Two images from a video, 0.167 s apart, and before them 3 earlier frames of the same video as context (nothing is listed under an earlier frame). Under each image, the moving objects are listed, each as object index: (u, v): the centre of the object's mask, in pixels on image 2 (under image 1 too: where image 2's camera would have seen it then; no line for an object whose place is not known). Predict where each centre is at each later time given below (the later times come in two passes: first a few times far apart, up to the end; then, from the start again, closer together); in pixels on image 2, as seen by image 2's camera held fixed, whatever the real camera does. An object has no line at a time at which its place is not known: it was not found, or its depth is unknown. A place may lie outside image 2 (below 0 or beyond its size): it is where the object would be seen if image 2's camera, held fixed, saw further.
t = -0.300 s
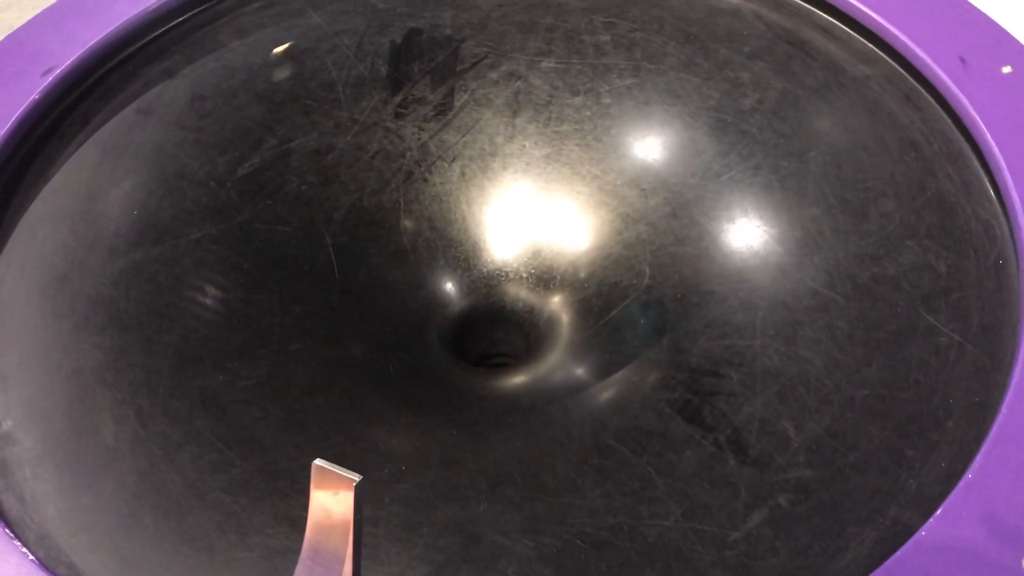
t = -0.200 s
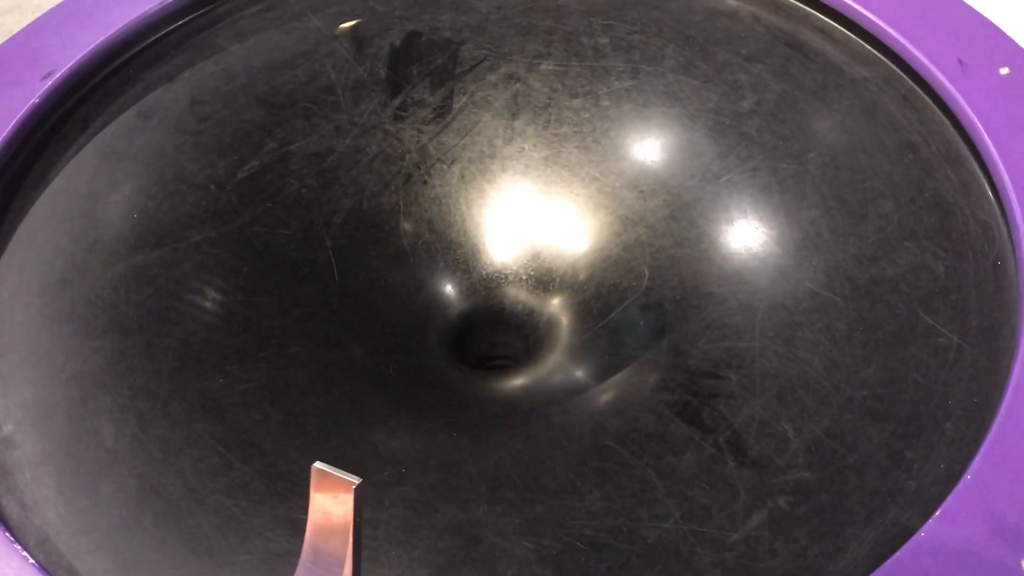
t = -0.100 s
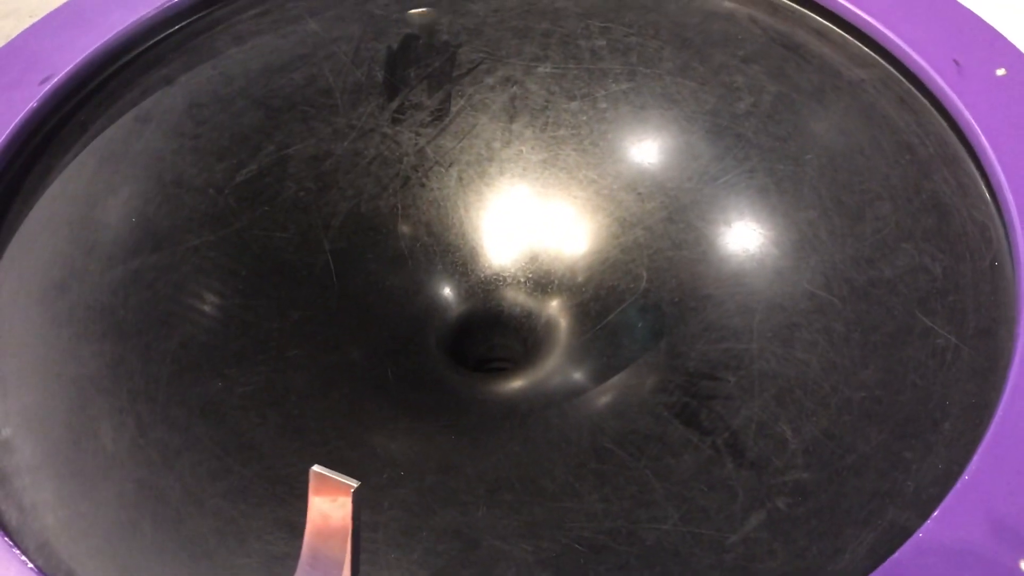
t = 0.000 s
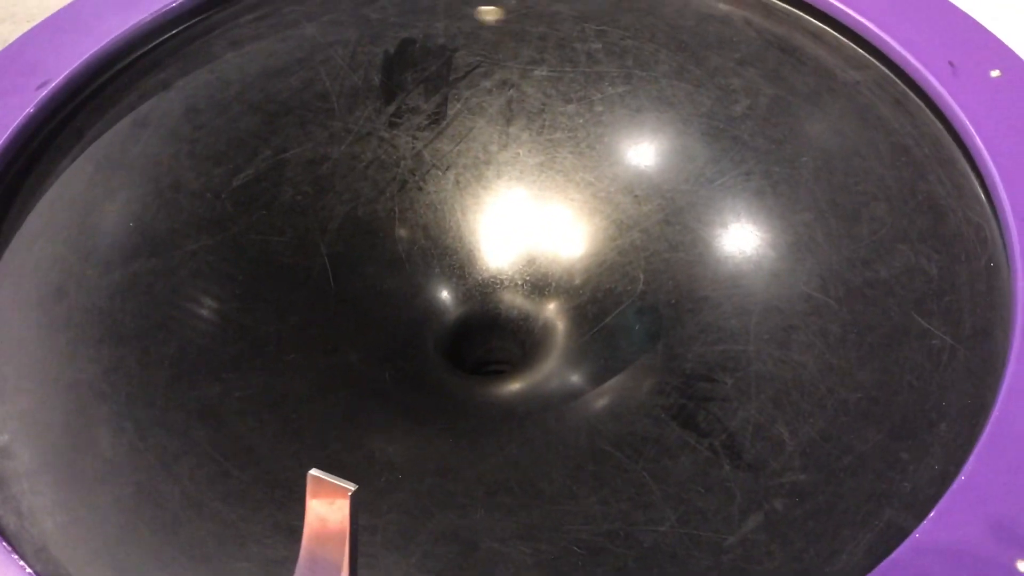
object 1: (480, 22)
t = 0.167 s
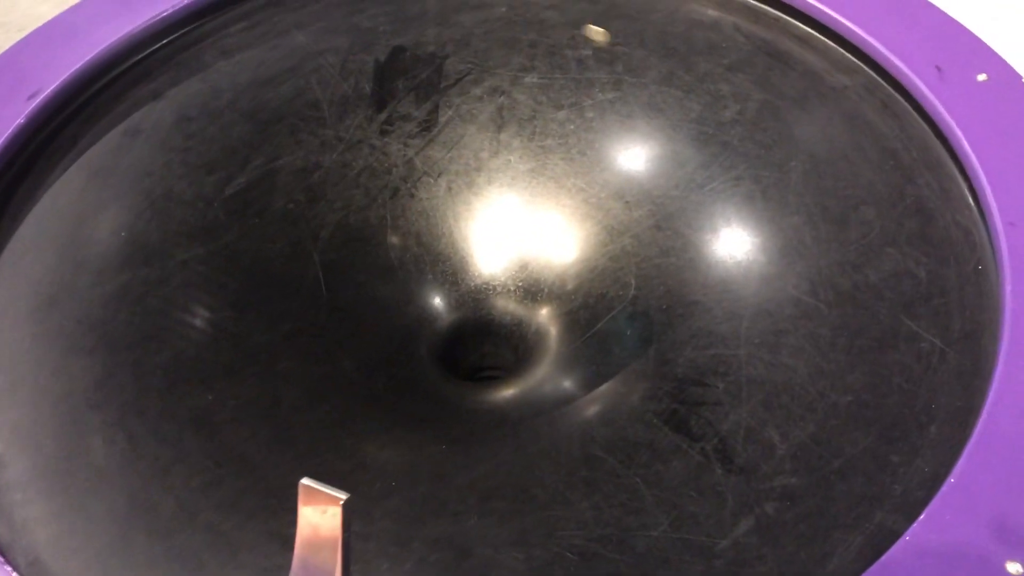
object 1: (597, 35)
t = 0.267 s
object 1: (661, 56)
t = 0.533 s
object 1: (799, 174)
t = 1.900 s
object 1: (161, 223)
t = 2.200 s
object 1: (318, 85)
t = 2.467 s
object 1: (506, 55)
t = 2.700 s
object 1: (661, 94)
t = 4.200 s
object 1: (206, 213)
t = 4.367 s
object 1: (290, 139)
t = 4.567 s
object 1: (425, 91)
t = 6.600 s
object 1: (437, 118)
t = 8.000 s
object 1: (236, 292)
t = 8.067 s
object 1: (246, 257)
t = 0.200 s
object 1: (618, 41)
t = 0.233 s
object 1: (641, 48)
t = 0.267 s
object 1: (661, 56)
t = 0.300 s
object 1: (682, 67)
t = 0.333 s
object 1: (702, 78)
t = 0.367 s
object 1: (721, 92)
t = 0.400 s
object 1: (739, 106)
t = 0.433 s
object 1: (755, 122)
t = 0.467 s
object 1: (772, 140)
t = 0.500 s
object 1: (786, 155)
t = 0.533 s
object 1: (799, 174)
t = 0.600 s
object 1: (817, 210)
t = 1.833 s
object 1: (144, 263)
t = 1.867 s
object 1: (152, 241)
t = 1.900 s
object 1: (161, 223)
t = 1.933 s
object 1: (172, 203)
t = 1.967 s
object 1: (186, 185)
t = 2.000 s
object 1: (201, 166)
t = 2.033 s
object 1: (218, 150)
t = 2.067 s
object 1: (236, 135)
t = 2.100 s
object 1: (257, 122)
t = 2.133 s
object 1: (276, 109)
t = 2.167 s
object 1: (296, 99)
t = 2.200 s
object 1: (318, 85)
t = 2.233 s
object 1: (342, 78)
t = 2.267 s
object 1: (364, 69)
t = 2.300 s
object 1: (388, 64)
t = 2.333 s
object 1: (412, 61)
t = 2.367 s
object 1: (436, 58)
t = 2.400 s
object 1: (460, 56)
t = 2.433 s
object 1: (484, 56)
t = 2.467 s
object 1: (506, 55)
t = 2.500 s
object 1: (530, 57)
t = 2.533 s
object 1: (553, 60)
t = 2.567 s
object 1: (576, 63)
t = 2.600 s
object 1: (598, 69)
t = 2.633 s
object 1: (621, 77)
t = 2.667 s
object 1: (641, 84)
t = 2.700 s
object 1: (661, 94)
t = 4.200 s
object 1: (206, 213)
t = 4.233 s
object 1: (220, 196)
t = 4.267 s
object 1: (234, 179)
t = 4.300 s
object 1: (252, 163)
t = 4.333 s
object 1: (272, 150)
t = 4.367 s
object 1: (290, 139)
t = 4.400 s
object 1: (310, 127)
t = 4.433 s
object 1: (331, 116)
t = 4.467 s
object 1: (355, 107)
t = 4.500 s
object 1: (376, 100)
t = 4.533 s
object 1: (401, 97)
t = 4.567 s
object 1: (425, 91)
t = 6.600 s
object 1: (437, 118)
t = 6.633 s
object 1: (465, 115)
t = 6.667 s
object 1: (489, 116)
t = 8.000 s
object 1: (236, 292)
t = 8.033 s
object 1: (239, 274)
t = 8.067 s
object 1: (246, 257)
